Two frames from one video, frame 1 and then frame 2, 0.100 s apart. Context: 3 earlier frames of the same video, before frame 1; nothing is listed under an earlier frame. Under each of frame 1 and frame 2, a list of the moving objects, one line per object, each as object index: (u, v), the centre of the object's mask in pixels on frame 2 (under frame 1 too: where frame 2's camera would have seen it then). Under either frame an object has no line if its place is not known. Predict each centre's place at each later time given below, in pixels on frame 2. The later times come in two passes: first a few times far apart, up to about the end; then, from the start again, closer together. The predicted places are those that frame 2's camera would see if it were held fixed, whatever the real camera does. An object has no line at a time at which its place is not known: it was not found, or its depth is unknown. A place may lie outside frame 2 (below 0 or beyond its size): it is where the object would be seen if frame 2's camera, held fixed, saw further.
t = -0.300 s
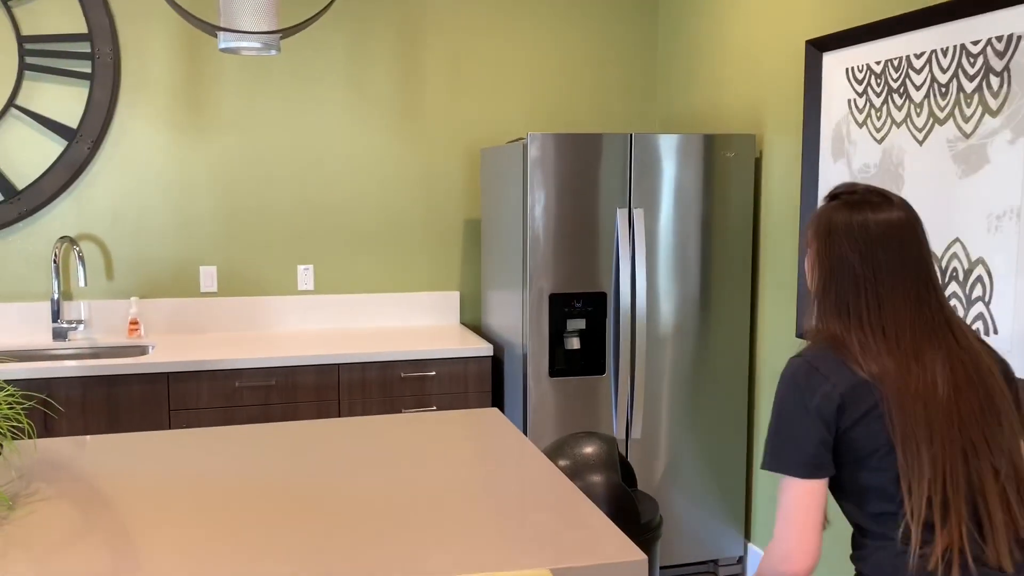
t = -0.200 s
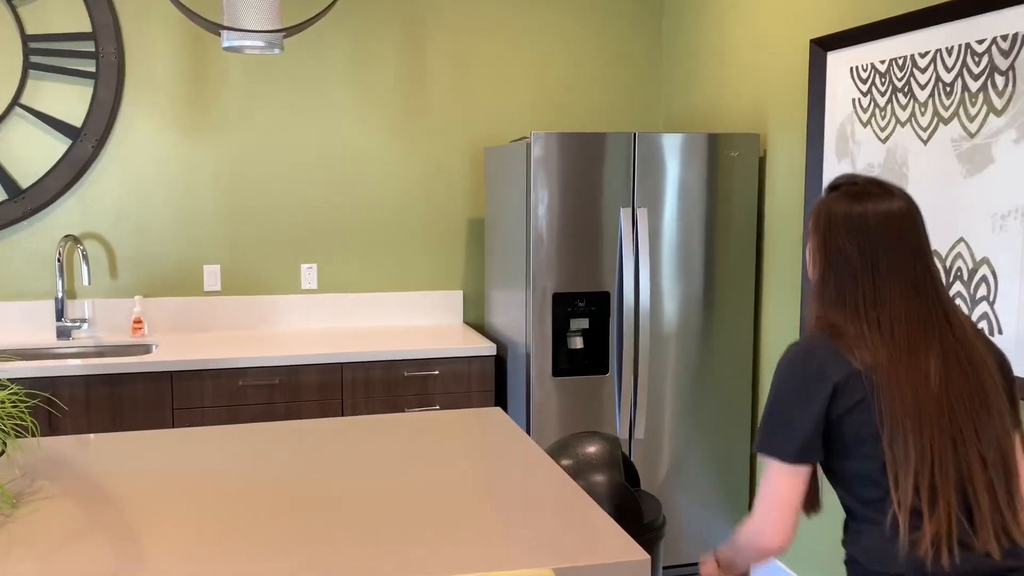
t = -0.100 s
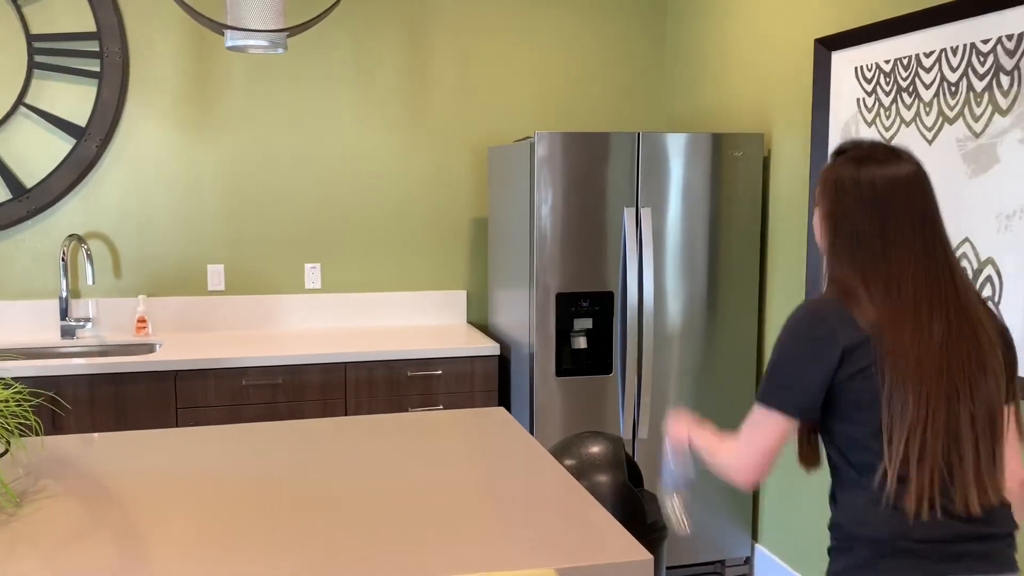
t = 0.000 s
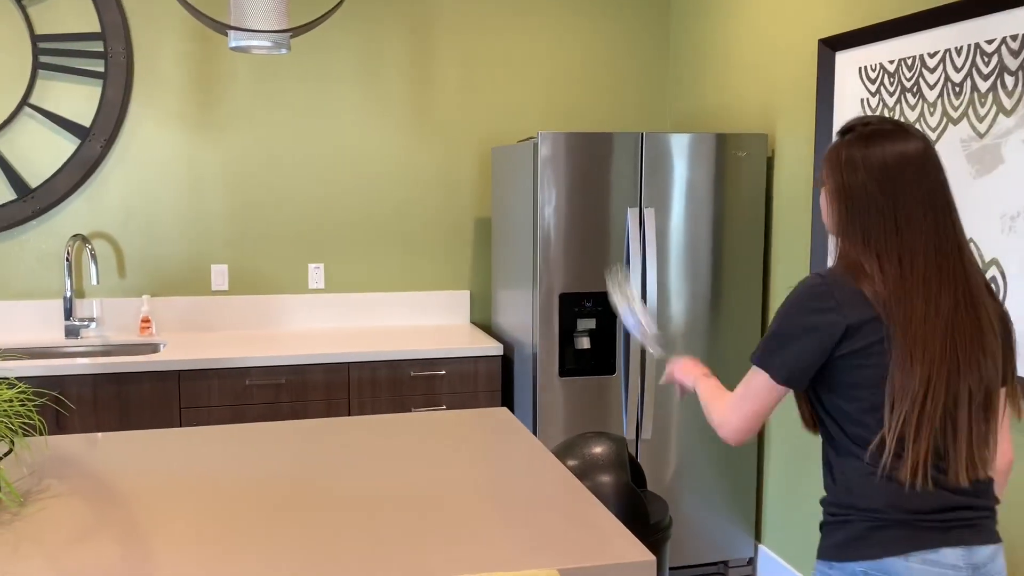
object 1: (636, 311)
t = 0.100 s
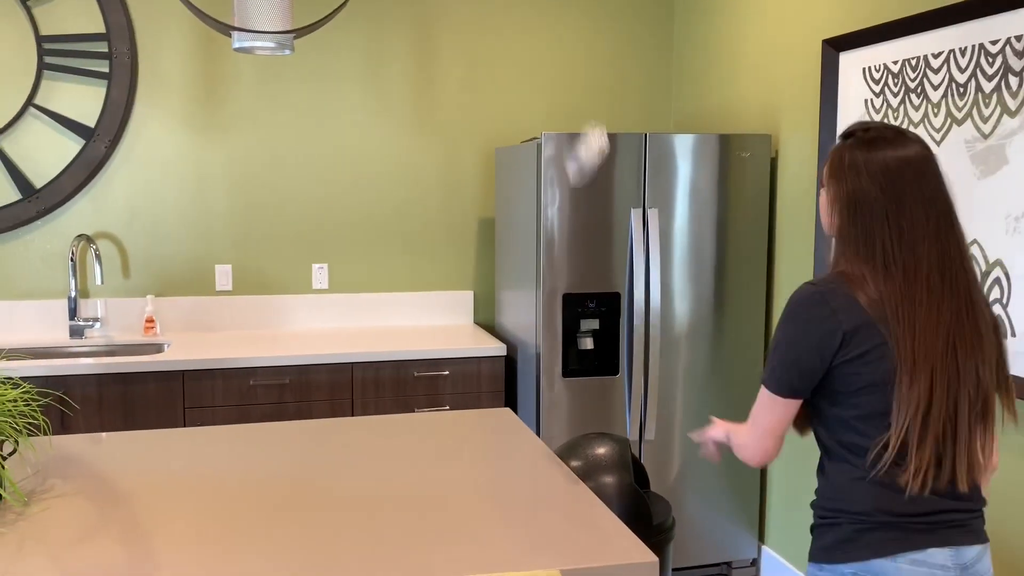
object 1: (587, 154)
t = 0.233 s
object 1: (543, 37)
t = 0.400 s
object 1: (503, 10)
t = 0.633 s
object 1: (451, 89)
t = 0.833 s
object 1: (421, 252)
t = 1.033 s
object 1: (406, 314)
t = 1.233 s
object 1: (411, 321)
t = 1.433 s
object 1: (411, 321)
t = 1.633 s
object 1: (410, 321)
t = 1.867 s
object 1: (410, 321)
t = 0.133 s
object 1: (576, 115)
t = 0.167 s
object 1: (565, 84)
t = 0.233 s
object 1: (543, 37)
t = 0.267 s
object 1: (534, 20)
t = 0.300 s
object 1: (527, 13)
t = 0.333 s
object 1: (521, 10)
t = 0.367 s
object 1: (512, 9)
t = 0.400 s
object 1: (503, 10)
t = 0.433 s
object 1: (493, 12)
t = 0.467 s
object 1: (485, 15)
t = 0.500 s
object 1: (476, 21)
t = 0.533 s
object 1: (469, 30)
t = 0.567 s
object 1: (463, 49)
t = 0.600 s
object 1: (457, 68)
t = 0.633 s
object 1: (451, 89)
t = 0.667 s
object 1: (445, 112)
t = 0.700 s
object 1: (440, 138)
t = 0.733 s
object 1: (436, 164)
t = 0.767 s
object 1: (430, 193)
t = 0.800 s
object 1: (425, 222)
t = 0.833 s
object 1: (421, 252)
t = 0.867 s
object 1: (415, 279)
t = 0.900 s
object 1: (415, 314)
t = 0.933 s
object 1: (410, 322)
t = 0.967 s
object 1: (406, 317)
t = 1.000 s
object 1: (405, 314)
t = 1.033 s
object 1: (406, 314)
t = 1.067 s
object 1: (407, 315)
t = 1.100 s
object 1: (411, 317)
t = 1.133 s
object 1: (411, 321)
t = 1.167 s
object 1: (411, 320)
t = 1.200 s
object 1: (411, 320)
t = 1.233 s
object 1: (411, 321)
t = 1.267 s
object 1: (411, 320)
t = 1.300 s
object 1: (411, 321)
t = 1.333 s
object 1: (411, 320)
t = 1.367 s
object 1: (411, 320)
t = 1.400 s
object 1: (410, 321)
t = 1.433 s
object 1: (411, 321)
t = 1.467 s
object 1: (411, 321)
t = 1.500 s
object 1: (411, 321)
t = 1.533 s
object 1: (411, 321)
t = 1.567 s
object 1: (411, 321)
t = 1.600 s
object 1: (410, 321)
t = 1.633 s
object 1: (410, 321)
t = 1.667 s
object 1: (410, 321)
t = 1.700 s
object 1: (410, 321)
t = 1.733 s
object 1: (410, 320)
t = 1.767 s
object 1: (410, 321)
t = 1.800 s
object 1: (410, 321)
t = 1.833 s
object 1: (410, 321)
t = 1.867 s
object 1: (410, 321)
